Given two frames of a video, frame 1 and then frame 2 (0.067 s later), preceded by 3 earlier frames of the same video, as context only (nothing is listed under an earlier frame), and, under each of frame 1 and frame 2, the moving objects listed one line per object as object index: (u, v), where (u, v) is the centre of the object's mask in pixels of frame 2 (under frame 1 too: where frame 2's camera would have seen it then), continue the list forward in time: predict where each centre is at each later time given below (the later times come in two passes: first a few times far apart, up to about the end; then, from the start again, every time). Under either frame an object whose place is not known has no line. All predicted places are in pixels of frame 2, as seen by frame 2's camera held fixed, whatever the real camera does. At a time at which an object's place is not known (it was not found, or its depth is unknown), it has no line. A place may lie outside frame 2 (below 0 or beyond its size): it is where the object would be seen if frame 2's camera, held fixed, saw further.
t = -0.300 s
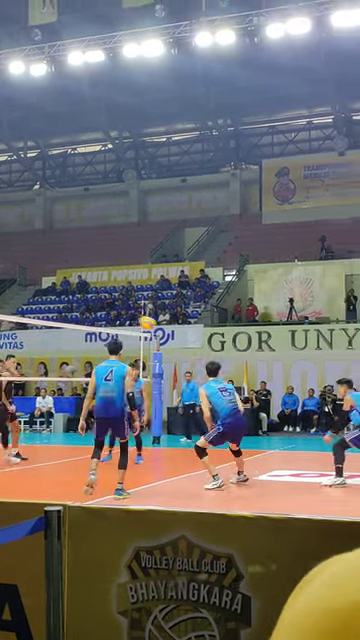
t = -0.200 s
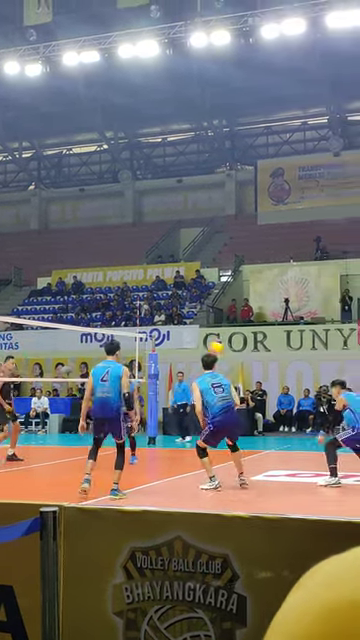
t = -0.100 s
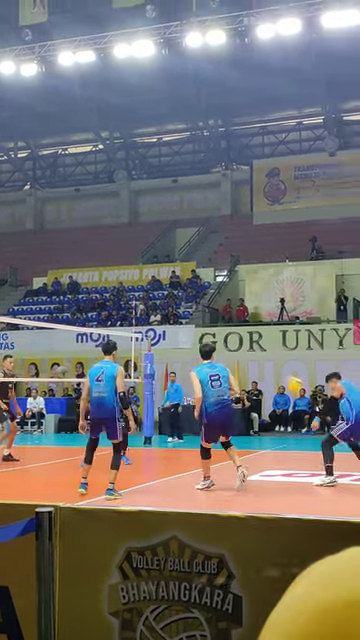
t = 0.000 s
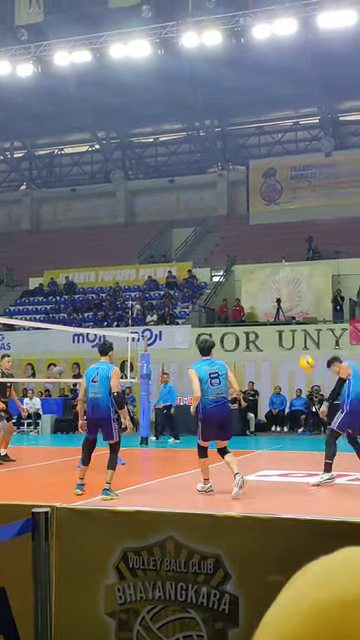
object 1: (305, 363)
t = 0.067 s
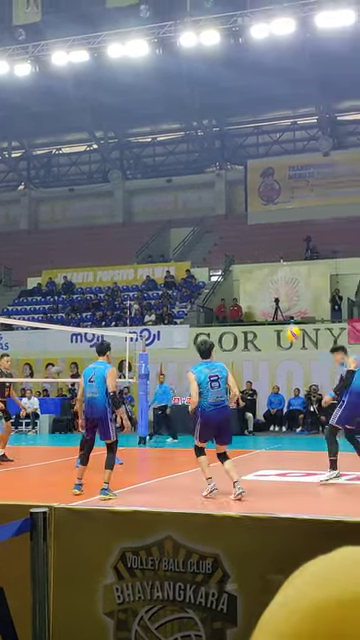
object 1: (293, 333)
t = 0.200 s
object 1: (268, 283)
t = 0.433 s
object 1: (234, 236)
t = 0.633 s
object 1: (208, 224)
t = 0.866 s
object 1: (181, 239)
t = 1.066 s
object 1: (161, 272)
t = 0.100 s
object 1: (286, 319)
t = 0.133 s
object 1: (280, 307)
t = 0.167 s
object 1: (275, 295)
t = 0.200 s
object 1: (268, 283)
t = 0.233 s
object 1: (265, 276)
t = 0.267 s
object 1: (259, 266)
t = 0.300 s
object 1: (253, 258)
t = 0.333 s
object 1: (248, 252)
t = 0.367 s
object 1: (244, 246)
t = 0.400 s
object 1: (238, 241)
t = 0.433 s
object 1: (234, 236)
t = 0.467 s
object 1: (229, 232)
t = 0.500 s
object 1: (225, 230)
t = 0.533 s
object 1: (220, 227)
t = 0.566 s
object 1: (216, 226)
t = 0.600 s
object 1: (212, 224)
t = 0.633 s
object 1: (208, 224)
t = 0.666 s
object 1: (204, 224)
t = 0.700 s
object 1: (200, 225)
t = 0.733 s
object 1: (196, 227)
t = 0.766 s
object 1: (193, 229)
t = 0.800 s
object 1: (189, 231)
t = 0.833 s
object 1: (185, 235)
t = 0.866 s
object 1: (181, 239)
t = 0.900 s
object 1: (178, 243)
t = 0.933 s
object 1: (174, 248)
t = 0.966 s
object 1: (171, 253)
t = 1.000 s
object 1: (168, 258)
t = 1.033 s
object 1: (165, 265)
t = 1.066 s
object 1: (161, 272)
